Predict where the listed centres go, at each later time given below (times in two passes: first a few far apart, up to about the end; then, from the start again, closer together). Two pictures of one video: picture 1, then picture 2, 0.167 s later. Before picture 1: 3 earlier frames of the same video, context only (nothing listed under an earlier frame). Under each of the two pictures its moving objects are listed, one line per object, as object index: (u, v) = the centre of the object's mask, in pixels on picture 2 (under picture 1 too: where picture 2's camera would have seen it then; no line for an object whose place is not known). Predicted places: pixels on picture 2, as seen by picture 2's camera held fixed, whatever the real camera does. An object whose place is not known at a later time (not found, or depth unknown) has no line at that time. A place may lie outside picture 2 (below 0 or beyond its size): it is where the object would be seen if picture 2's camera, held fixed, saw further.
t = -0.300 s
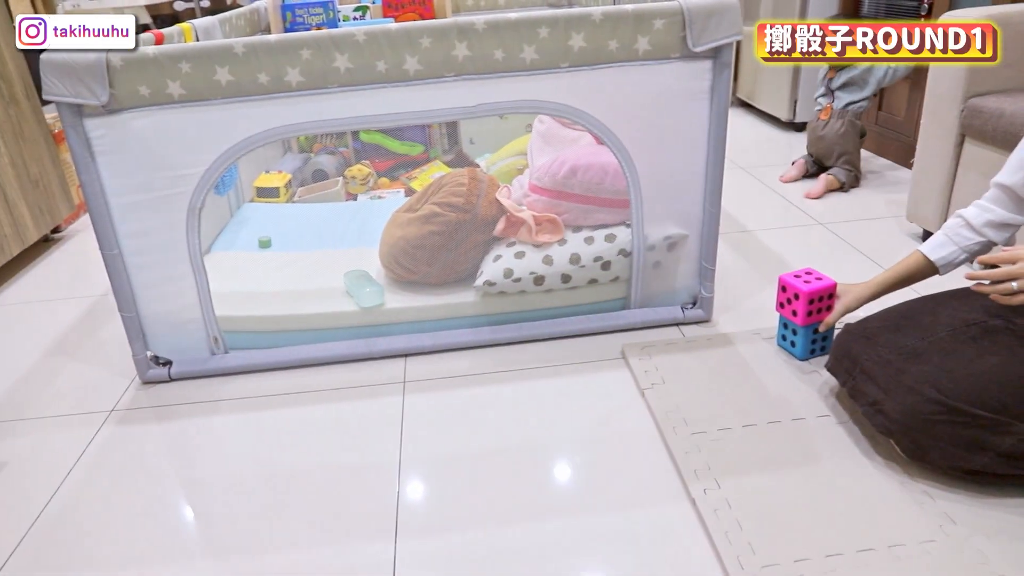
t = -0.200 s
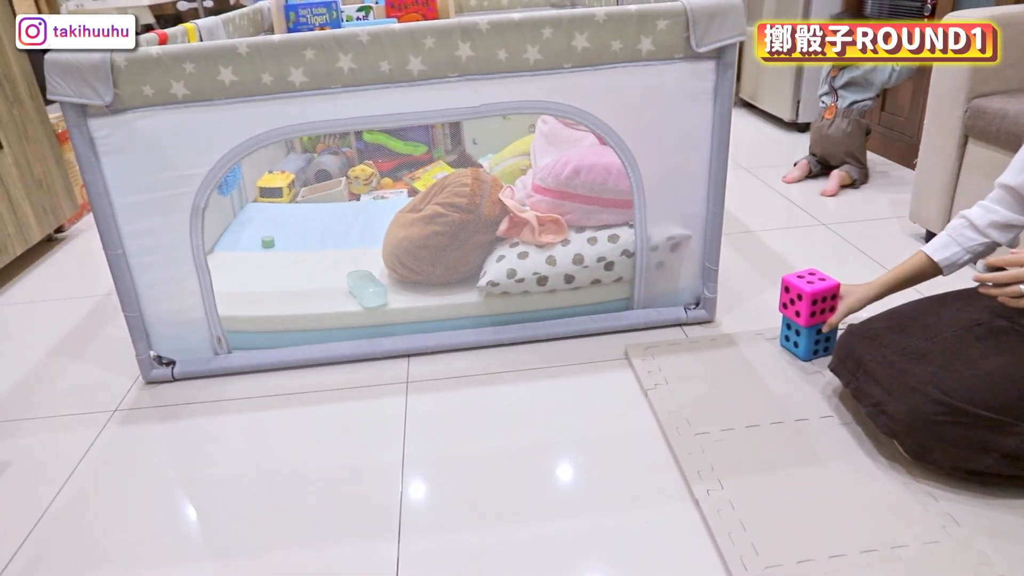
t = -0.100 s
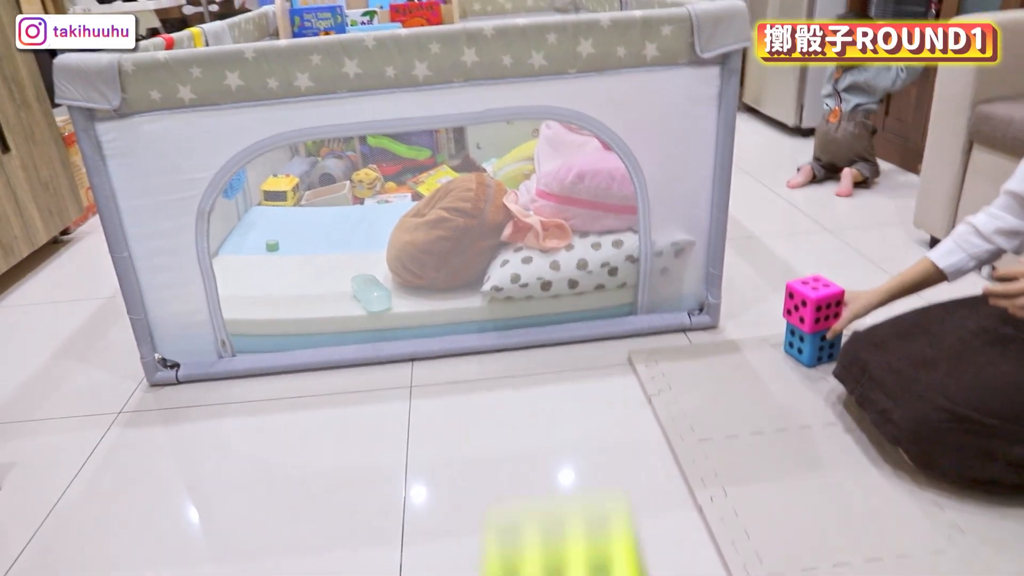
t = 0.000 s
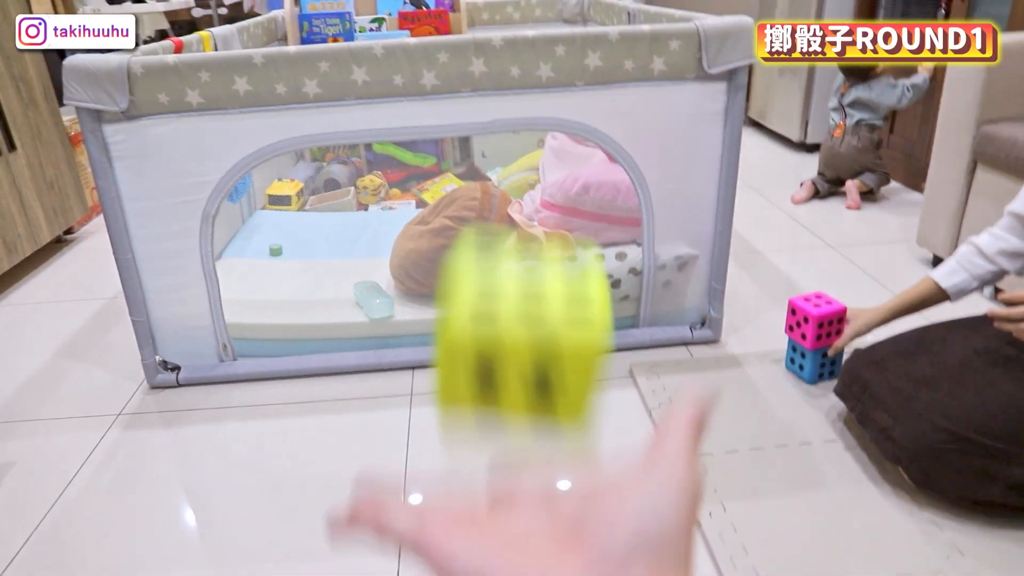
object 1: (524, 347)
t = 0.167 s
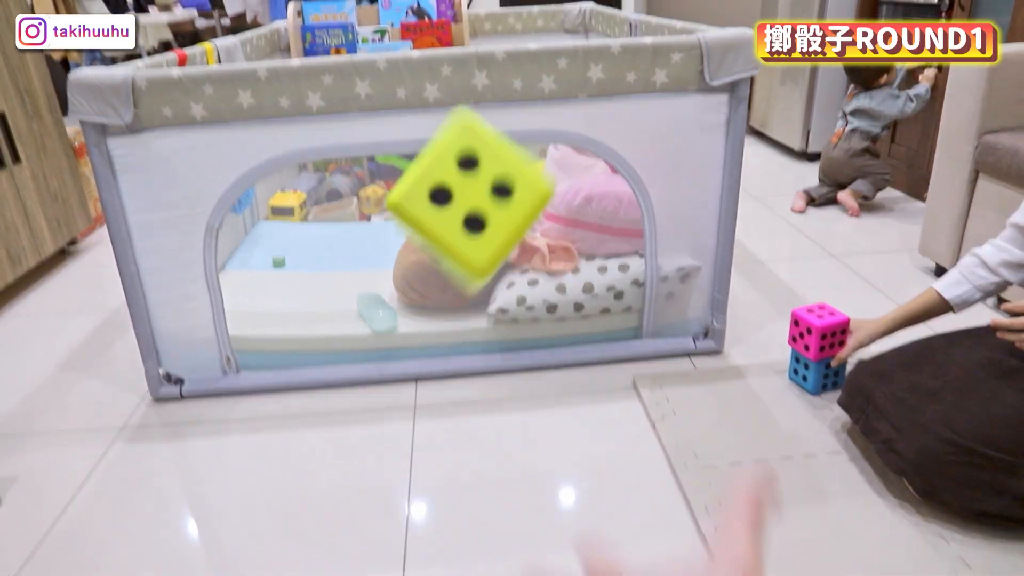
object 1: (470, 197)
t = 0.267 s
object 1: (461, 281)
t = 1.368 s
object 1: (669, 443)
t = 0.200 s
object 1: (465, 217)
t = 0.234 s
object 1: (462, 243)
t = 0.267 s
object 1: (461, 281)
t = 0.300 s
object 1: (462, 324)
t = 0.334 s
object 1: (461, 369)
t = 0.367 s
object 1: (461, 419)
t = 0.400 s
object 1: (461, 473)
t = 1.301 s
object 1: (666, 450)
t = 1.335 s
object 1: (669, 447)
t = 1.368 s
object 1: (669, 443)
